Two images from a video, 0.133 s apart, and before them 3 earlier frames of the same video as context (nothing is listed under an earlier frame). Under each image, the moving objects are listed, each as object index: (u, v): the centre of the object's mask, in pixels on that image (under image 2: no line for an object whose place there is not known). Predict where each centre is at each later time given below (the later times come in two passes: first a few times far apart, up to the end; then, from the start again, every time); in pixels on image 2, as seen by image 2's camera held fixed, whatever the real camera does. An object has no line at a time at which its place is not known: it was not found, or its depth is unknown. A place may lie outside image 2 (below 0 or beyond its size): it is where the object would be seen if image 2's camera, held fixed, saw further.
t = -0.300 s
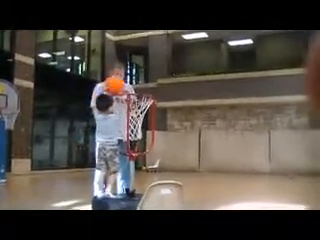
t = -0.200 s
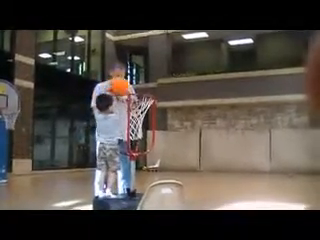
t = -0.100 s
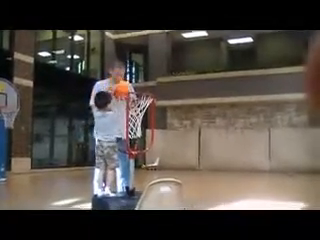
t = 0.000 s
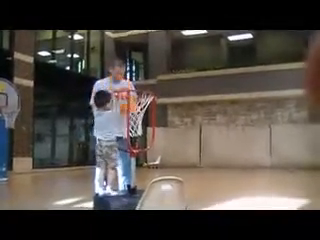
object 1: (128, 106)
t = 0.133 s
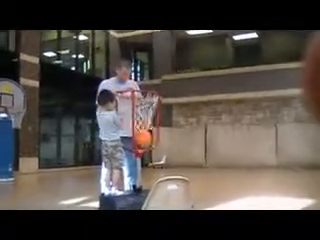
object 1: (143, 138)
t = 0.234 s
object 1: (150, 132)
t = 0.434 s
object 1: (151, 135)
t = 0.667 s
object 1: (158, 173)
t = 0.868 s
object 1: (172, 155)
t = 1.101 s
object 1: (184, 163)
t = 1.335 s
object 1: (198, 197)
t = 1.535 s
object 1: (207, 174)
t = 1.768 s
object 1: (219, 190)
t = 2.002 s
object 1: (230, 186)
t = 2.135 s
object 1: (237, 186)
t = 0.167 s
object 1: (146, 136)
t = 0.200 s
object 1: (149, 134)
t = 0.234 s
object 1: (150, 132)
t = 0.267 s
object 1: (150, 131)
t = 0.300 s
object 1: (151, 131)
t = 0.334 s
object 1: (151, 131)
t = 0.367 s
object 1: (151, 131)
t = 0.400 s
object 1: (151, 133)
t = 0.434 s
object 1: (151, 135)
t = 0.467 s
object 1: (151, 137)
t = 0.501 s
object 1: (151, 140)
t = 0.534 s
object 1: (155, 145)
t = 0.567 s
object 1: (157, 153)
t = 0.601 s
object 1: (157, 160)
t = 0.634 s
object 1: (157, 167)
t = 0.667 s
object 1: (158, 173)
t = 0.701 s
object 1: (157, 173)
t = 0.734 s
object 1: (162, 171)
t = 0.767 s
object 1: (166, 167)
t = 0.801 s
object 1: (168, 162)
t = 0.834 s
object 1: (169, 159)
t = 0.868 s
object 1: (172, 155)
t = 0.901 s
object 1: (176, 153)
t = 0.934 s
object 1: (175, 153)
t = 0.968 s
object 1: (176, 153)
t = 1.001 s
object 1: (178, 154)
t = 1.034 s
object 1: (180, 156)
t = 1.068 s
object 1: (182, 159)
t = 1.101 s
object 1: (184, 163)
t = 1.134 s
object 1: (186, 168)
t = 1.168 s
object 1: (189, 172)
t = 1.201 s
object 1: (192, 179)
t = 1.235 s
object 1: (194, 187)
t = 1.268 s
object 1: (196, 195)
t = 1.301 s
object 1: (198, 200)
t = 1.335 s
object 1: (198, 197)
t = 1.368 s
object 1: (199, 190)
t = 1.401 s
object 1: (200, 187)
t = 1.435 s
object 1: (201, 183)
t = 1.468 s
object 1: (203, 179)
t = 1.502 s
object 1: (204, 177)
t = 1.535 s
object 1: (207, 174)
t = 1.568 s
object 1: (209, 174)
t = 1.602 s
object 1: (210, 174)
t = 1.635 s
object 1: (212, 175)
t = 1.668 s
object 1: (214, 177)
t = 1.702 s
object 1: (215, 180)
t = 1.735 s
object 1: (217, 185)
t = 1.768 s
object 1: (219, 190)
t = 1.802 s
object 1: (221, 196)
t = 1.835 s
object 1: (222, 200)
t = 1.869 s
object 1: (225, 199)
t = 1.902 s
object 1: (226, 195)
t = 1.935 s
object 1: (227, 192)
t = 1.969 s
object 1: (229, 189)
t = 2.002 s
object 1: (230, 186)
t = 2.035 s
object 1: (232, 185)
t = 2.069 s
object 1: (234, 185)
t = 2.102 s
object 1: (235, 185)
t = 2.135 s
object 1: (237, 186)
